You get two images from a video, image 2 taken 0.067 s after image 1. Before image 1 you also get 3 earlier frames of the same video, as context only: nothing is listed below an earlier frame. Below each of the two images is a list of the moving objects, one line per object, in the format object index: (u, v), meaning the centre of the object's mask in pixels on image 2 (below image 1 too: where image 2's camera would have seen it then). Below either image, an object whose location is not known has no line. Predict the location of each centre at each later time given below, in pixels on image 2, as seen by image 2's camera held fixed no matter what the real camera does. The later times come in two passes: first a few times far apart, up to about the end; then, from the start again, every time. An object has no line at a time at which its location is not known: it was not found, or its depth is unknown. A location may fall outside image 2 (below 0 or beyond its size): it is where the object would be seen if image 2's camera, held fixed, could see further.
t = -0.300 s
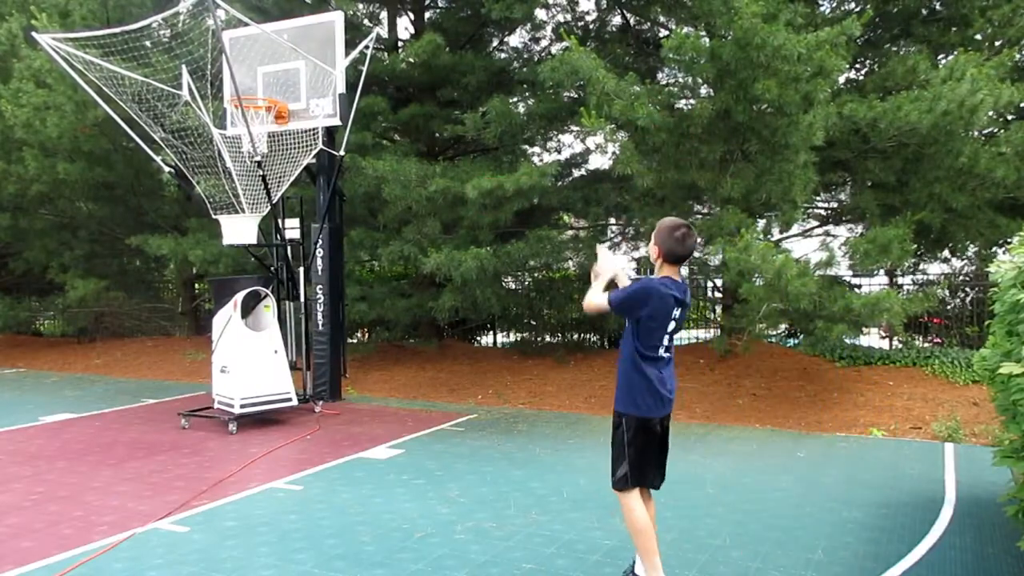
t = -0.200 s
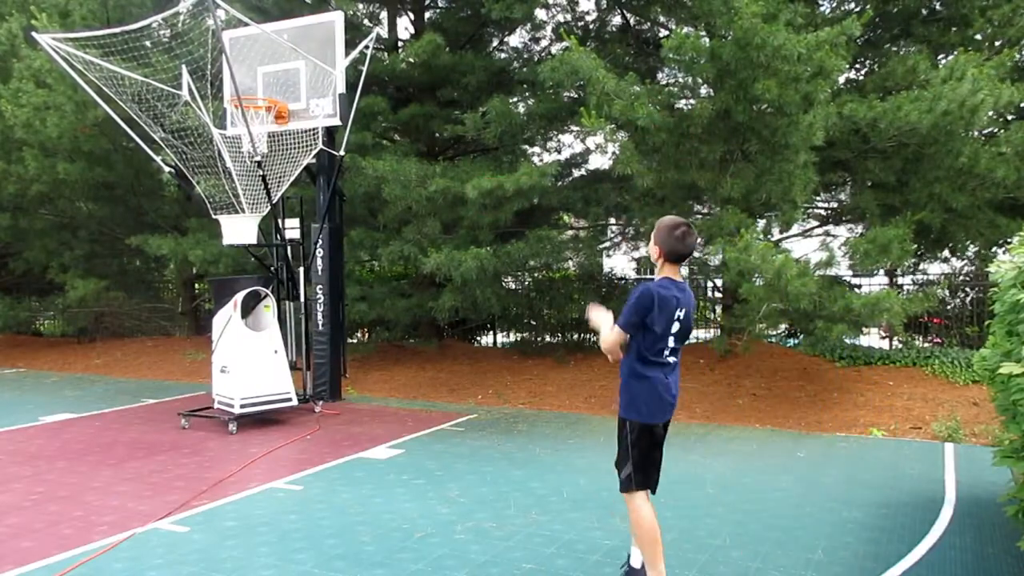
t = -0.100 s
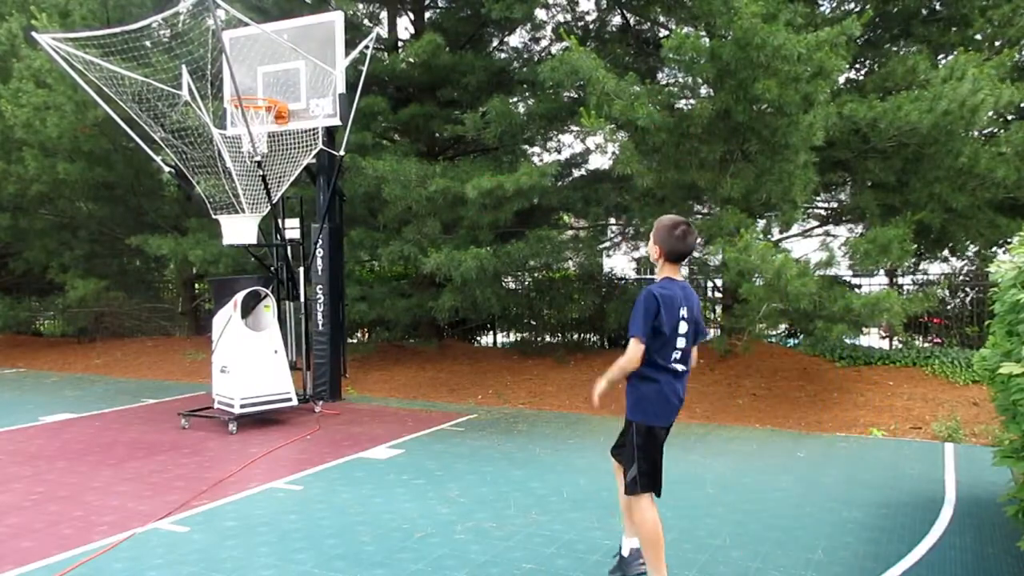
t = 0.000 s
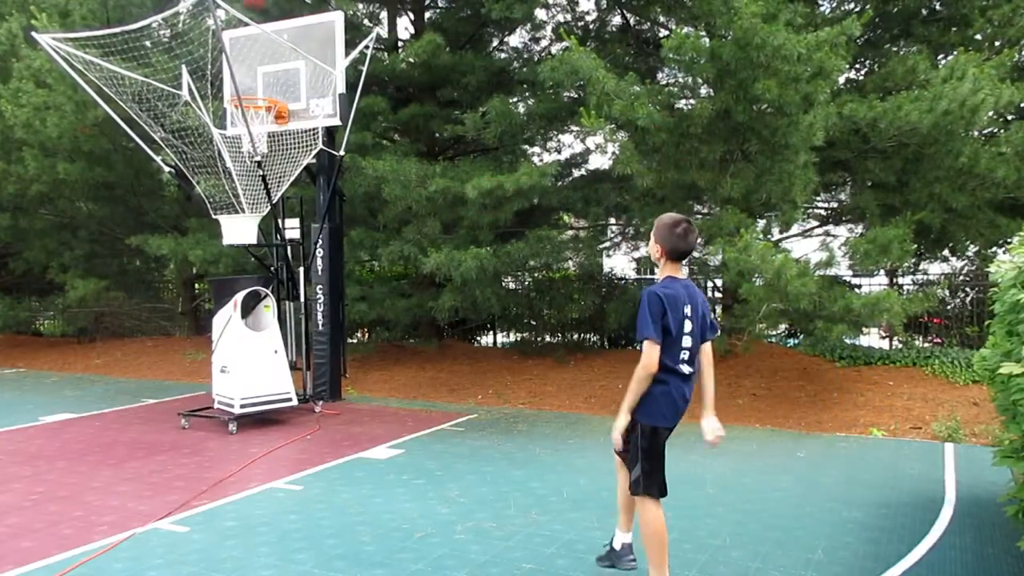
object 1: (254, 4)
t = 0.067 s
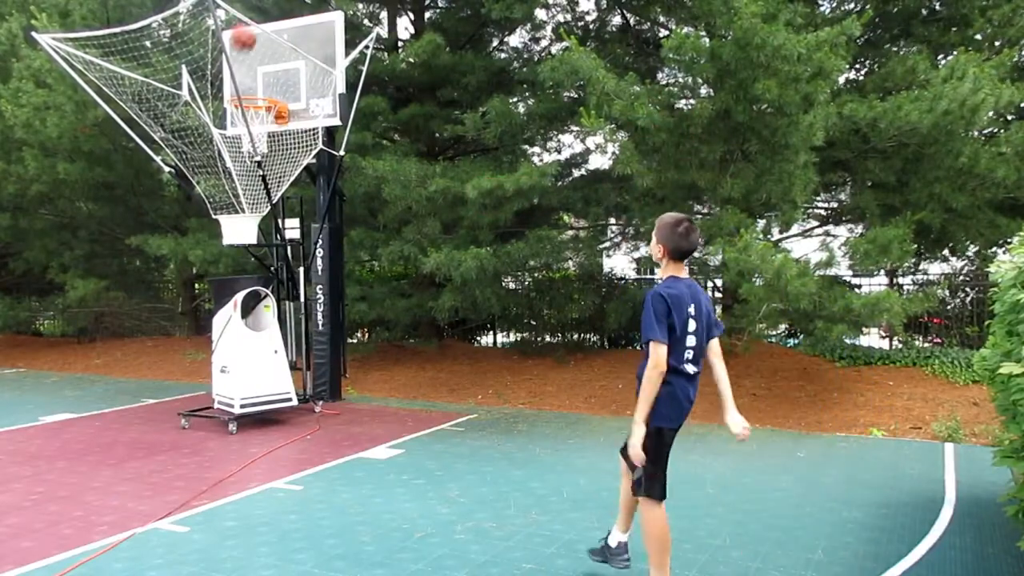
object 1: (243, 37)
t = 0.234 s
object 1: (248, 80)
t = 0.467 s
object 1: (260, 63)
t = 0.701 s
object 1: (247, 88)
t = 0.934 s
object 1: (239, 139)
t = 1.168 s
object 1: (229, 152)
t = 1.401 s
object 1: (212, 182)
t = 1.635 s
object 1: (233, 184)
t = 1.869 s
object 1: (269, 189)
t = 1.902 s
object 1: (274, 193)
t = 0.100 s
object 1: (240, 58)
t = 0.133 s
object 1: (235, 81)
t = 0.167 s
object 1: (234, 90)
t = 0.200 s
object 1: (243, 85)
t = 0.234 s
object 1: (248, 80)
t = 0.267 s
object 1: (256, 77)
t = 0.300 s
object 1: (263, 74)
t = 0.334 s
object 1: (267, 72)
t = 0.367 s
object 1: (266, 68)
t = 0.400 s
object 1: (264, 65)
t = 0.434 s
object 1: (262, 63)
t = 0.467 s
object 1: (260, 63)
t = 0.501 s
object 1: (258, 63)
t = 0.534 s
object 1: (257, 64)
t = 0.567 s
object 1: (254, 67)
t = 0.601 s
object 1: (252, 71)
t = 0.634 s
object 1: (250, 77)
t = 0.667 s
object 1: (248, 83)
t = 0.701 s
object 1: (247, 88)
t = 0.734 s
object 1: (247, 90)
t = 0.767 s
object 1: (245, 95)
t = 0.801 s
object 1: (244, 102)
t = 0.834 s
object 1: (243, 112)
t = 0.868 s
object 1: (241, 119)
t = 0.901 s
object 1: (239, 129)
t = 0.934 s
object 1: (239, 139)
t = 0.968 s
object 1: (239, 149)
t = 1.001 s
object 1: (239, 154)
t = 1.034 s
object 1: (239, 155)
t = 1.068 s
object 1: (237, 154)
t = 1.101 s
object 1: (234, 153)
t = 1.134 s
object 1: (231, 152)
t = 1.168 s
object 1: (229, 152)
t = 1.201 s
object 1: (227, 152)
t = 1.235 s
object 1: (224, 154)
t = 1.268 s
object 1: (221, 158)
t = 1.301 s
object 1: (218, 163)
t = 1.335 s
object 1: (216, 168)
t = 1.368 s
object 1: (214, 175)
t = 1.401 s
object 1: (212, 182)
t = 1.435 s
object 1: (211, 189)
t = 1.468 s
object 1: (210, 194)
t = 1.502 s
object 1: (213, 196)
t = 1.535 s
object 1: (217, 195)
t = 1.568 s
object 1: (221, 192)
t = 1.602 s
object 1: (227, 188)
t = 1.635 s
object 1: (233, 184)
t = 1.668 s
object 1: (238, 182)
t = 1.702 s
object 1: (242, 181)
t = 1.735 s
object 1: (248, 180)
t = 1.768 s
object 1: (252, 181)
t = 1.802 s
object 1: (255, 183)
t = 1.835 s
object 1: (263, 186)
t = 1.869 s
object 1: (269, 189)
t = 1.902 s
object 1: (274, 193)
